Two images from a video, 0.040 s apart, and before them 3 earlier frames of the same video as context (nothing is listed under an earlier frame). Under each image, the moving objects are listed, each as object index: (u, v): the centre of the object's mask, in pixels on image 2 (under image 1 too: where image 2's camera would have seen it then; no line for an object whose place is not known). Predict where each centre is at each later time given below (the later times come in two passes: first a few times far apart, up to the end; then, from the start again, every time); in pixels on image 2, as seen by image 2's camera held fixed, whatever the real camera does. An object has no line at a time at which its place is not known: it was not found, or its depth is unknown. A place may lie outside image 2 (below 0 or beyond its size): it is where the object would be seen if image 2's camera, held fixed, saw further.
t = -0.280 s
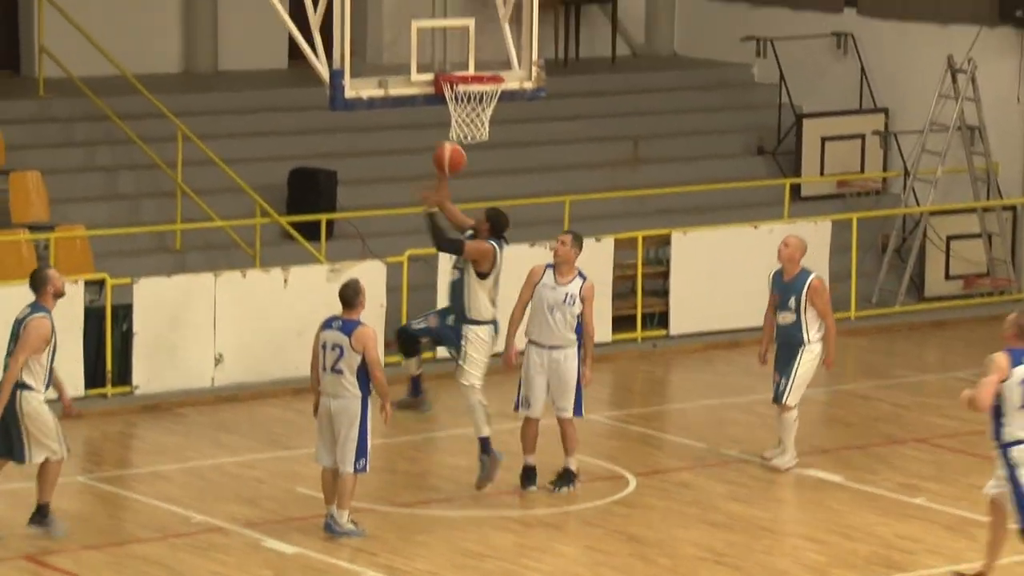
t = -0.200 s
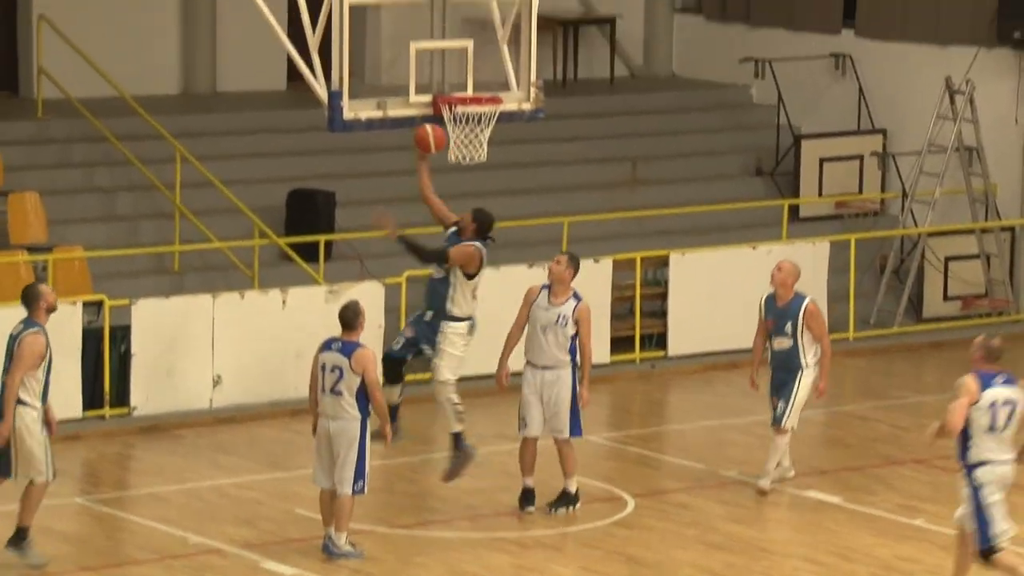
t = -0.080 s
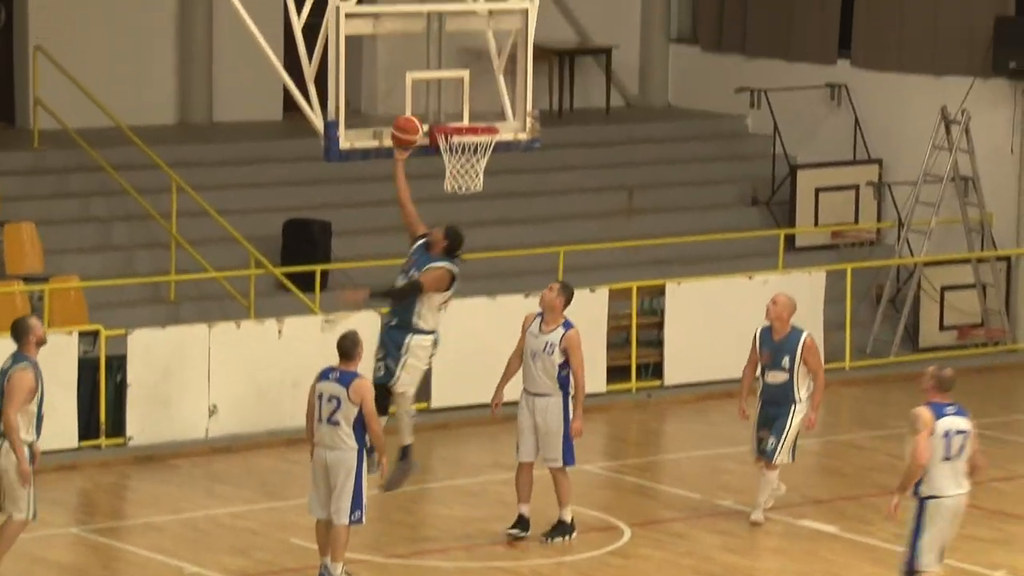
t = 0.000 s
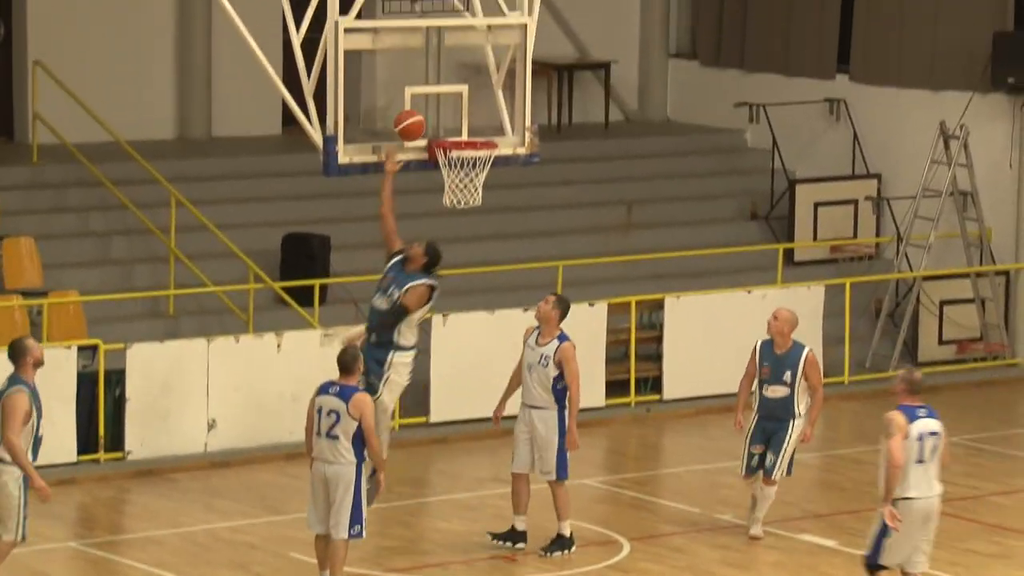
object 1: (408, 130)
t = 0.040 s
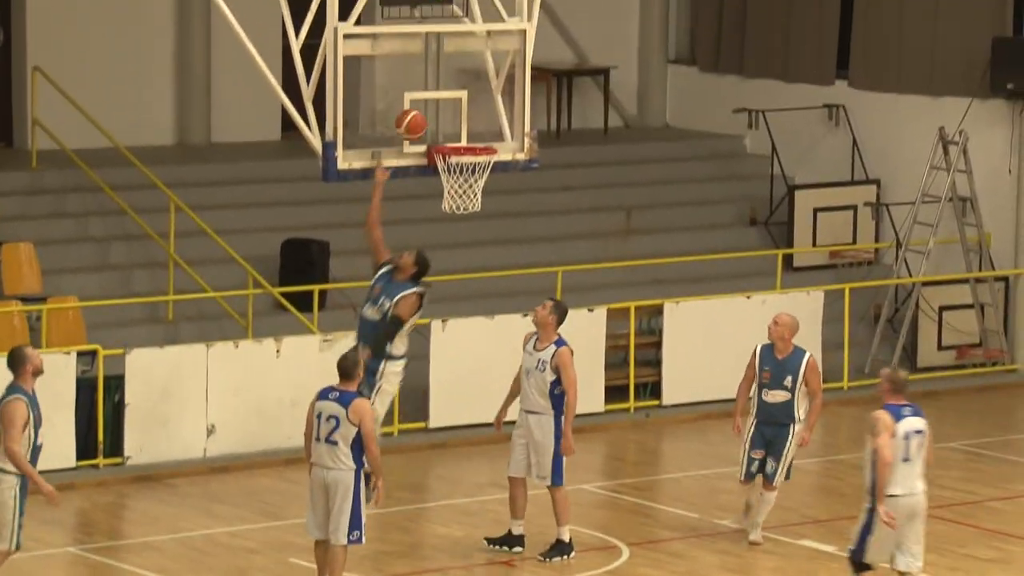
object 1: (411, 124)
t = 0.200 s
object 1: (436, 115)
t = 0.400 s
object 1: (475, 148)
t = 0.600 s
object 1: (475, 210)
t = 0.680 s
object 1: (470, 232)
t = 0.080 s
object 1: (413, 119)
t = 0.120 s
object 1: (420, 116)
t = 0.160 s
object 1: (428, 115)
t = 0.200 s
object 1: (436, 115)
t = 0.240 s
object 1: (444, 118)
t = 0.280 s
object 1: (452, 122)
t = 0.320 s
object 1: (460, 130)
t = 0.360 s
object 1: (468, 136)
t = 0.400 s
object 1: (475, 148)
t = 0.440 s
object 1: (481, 166)
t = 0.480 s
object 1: (482, 174)
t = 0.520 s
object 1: (481, 185)
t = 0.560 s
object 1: (479, 193)
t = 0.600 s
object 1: (475, 210)
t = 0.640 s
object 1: (473, 218)
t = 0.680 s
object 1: (470, 232)
